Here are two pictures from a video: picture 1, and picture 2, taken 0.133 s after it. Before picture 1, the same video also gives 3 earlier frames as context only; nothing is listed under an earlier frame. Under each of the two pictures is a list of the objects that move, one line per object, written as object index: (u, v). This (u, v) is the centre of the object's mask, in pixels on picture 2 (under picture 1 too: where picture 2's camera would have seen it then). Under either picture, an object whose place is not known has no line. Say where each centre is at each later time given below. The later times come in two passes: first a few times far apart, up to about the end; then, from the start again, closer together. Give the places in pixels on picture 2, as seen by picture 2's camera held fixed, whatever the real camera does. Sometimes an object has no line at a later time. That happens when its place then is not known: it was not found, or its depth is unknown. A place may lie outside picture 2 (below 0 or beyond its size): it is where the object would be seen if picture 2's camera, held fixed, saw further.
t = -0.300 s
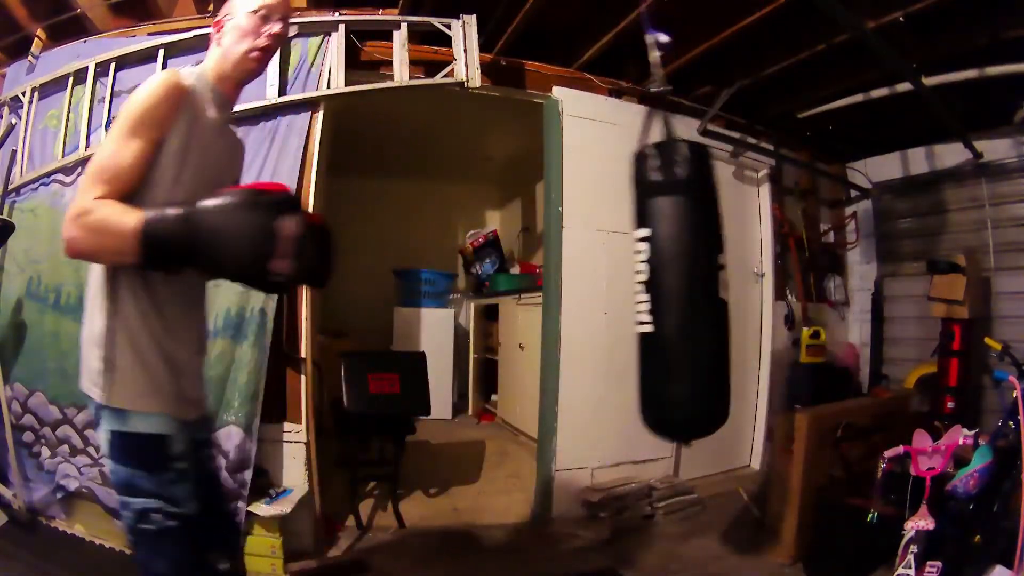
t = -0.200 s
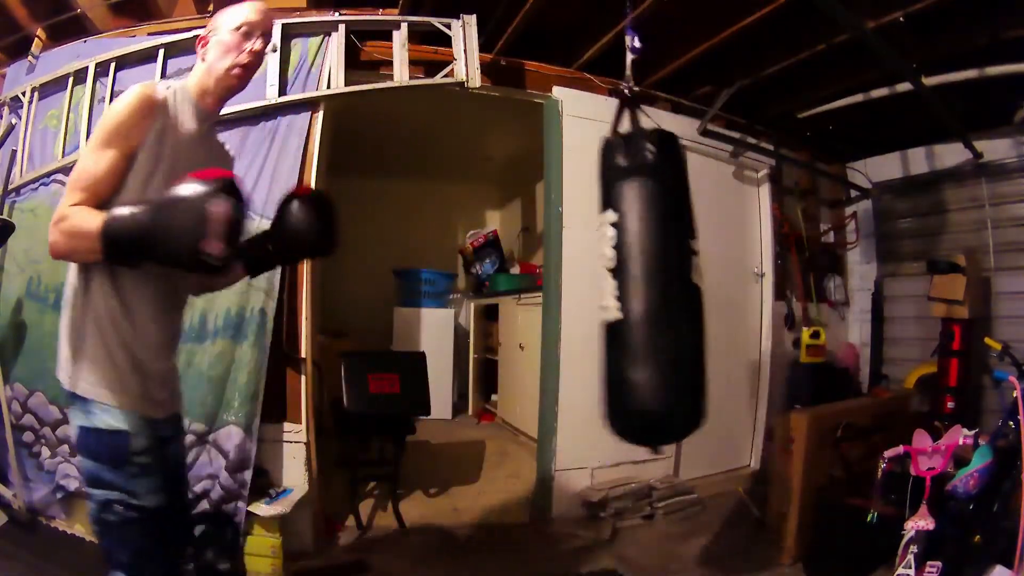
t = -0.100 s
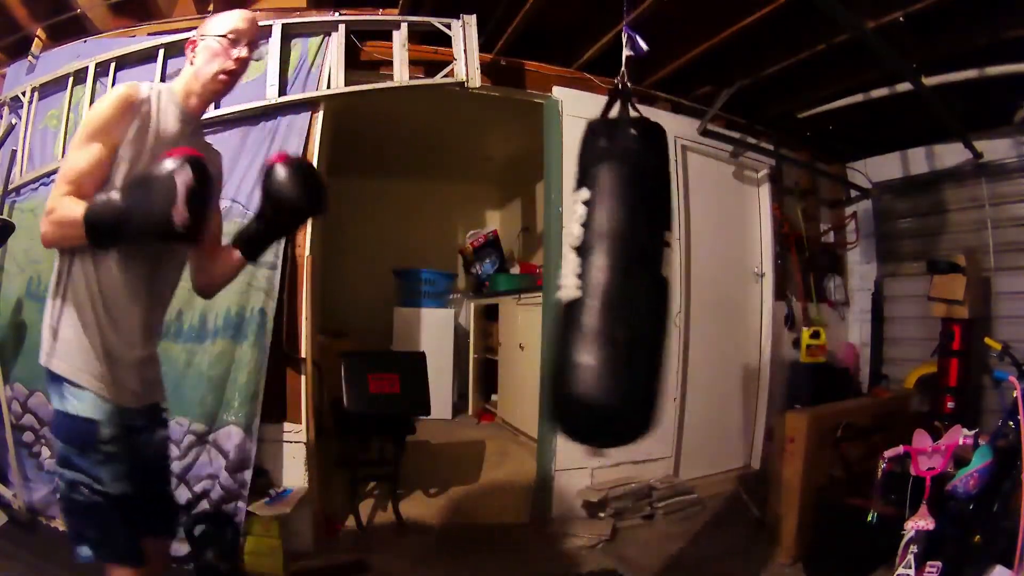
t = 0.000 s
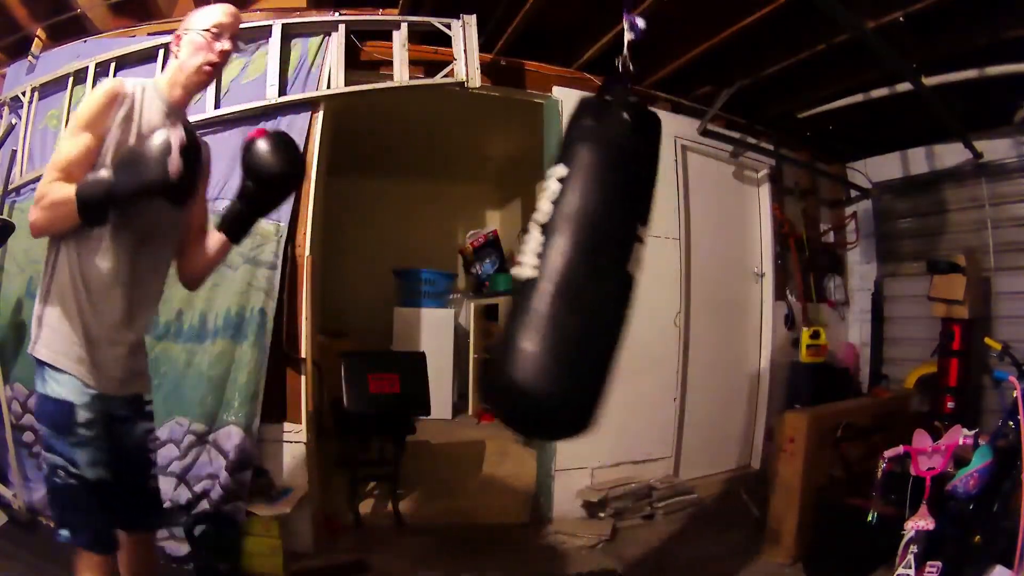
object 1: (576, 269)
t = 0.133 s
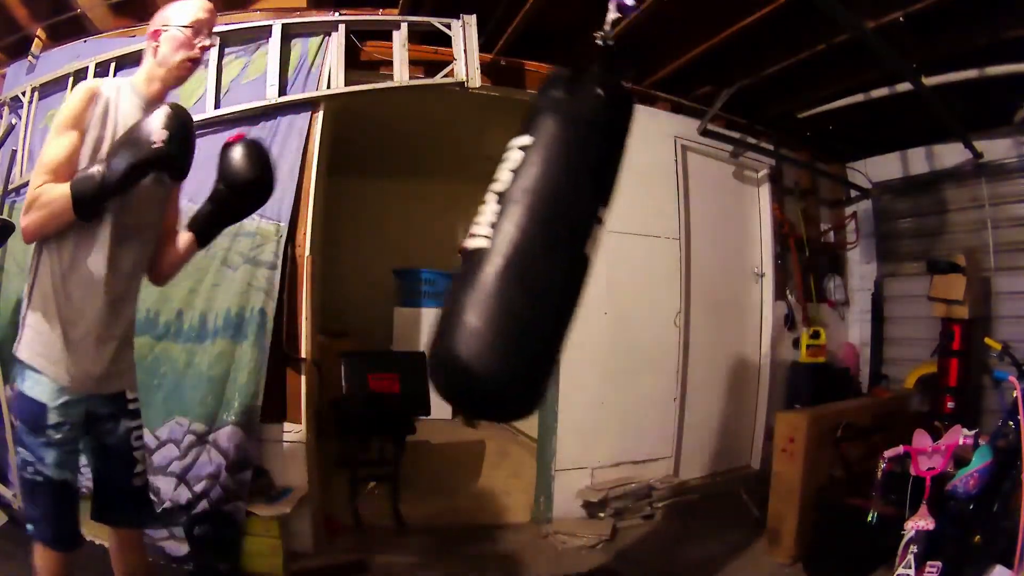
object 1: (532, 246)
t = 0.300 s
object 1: (493, 242)
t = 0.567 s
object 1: (519, 250)
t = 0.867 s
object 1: (604, 281)
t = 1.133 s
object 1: (675, 265)
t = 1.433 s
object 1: (725, 253)
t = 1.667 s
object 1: (737, 255)
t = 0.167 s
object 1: (521, 246)
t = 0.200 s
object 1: (511, 246)
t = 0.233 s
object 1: (502, 248)
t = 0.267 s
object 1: (497, 244)
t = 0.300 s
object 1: (493, 242)
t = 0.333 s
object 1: (491, 240)
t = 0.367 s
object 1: (490, 240)
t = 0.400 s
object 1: (489, 241)
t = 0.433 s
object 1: (491, 243)
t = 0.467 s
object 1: (493, 245)
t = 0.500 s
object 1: (498, 248)
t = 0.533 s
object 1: (503, 250)
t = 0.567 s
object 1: (519, 250)
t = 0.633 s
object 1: (533, 257)
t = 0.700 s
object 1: (549, 269)
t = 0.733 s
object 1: (559, 273)
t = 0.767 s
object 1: (570, 276)
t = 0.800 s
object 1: (581, 279)
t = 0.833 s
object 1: (592, 279)
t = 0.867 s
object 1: (604, 281)
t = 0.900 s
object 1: (614, 282)
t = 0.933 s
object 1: (625, 278)
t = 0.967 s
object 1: (635, 275)
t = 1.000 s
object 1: (644, 272)
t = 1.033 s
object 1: (652, 270)
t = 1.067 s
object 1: (660, 268)
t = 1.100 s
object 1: (668, 266)
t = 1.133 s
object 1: (675, 265)
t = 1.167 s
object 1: (682, 265)
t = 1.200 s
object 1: (689, 264)
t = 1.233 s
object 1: (696, 263)
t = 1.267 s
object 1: (701, 261)
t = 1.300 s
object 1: (707, 260)
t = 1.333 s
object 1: (712, 257)
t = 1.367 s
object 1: (717, 257)
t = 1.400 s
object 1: (721, 255)
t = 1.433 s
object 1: (725, 253)
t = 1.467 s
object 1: (728, 252)
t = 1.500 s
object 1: (730, 251)
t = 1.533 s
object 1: (732, 250)
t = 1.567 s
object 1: (734, 252)
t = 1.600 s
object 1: (736, 252)
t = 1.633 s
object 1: (736, 254)
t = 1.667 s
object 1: (737, 255)
